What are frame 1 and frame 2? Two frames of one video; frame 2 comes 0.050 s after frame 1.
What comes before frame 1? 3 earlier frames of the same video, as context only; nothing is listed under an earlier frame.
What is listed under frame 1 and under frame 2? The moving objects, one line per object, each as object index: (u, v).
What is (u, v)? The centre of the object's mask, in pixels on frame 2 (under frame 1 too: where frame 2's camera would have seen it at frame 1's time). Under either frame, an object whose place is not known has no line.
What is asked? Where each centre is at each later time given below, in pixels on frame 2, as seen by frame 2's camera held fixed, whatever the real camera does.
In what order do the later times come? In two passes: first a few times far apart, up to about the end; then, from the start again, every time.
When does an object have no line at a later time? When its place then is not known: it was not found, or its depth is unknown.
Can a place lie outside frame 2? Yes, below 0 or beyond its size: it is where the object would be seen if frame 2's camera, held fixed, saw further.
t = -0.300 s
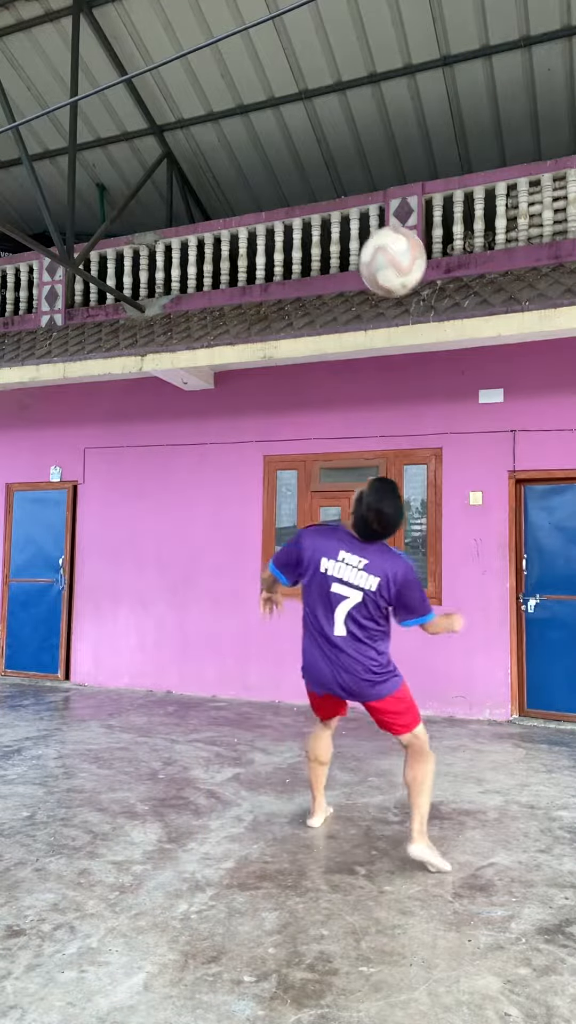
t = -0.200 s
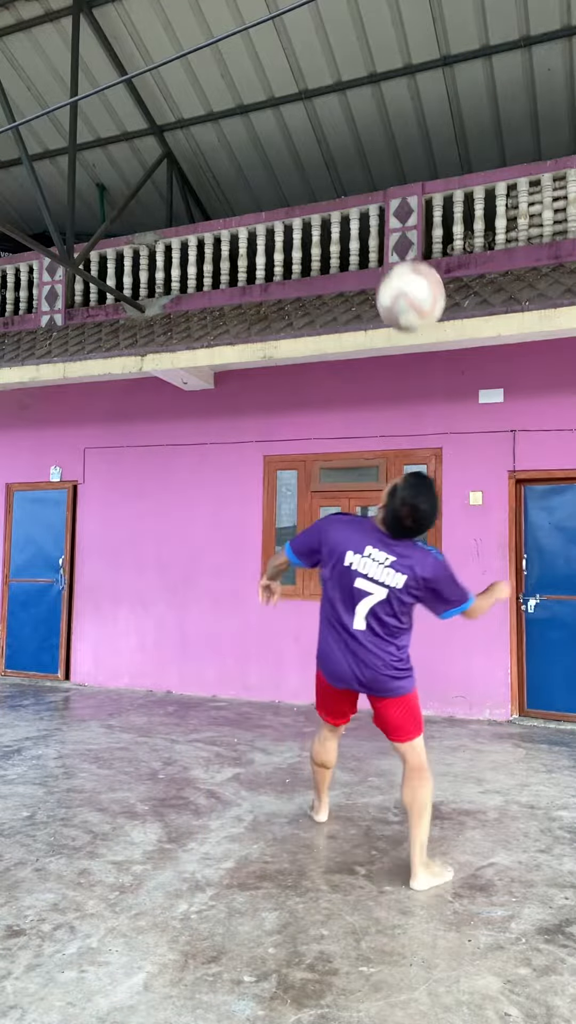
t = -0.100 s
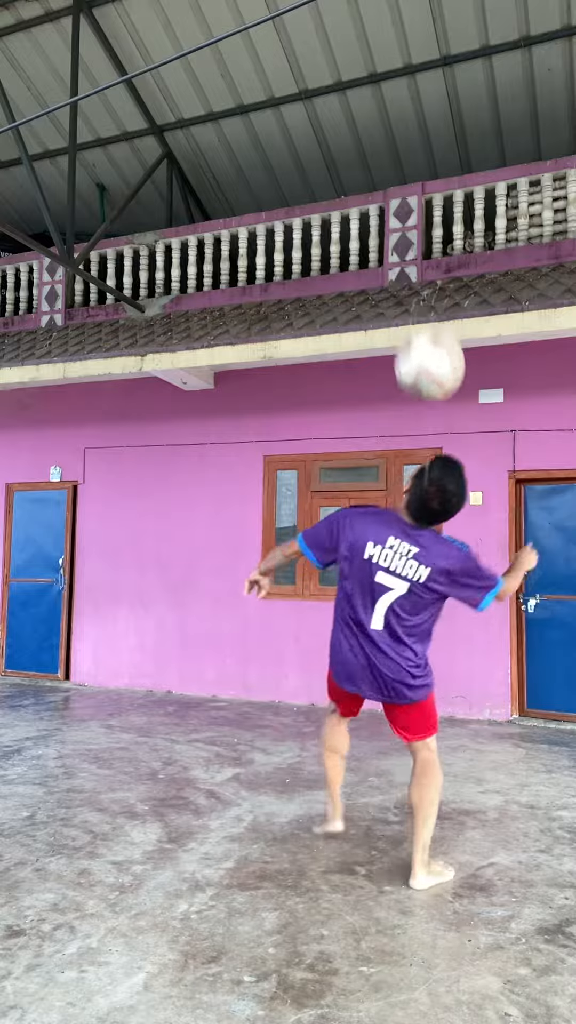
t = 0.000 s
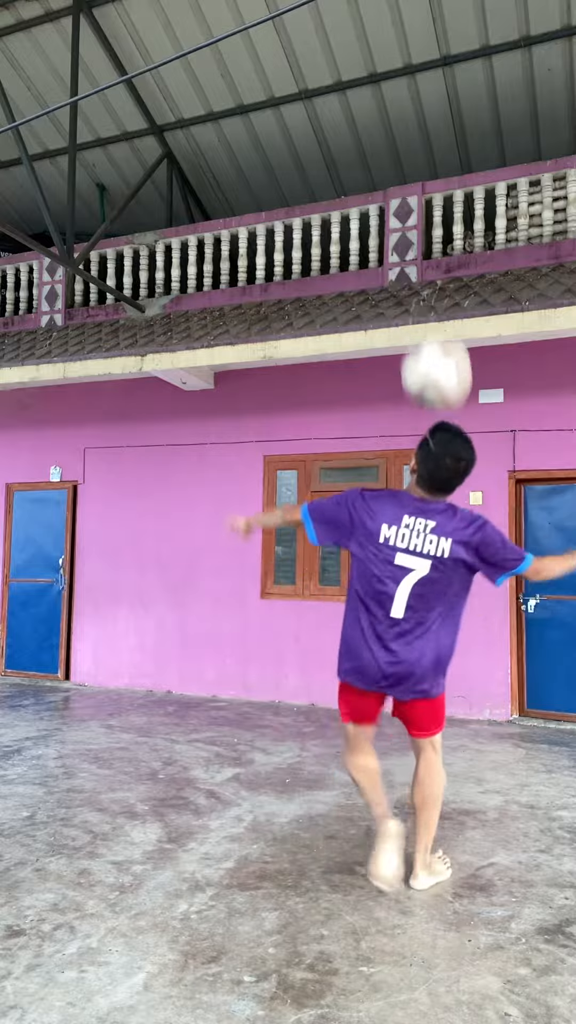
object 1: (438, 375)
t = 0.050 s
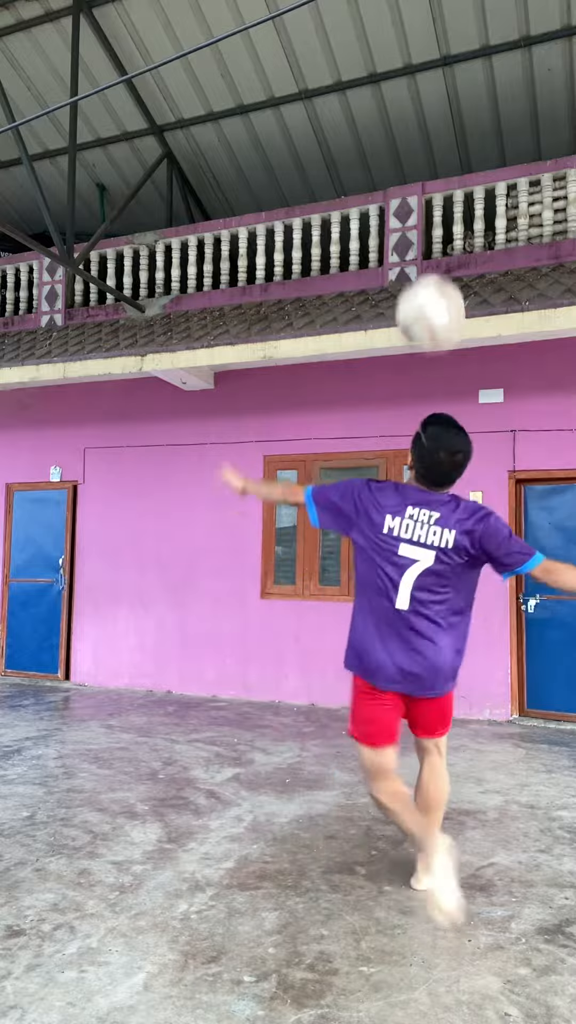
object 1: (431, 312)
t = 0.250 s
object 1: (407, 162)
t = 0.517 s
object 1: (377, 145)
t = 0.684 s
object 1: (359, 232)
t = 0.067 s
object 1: (428, 294)
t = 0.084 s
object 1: (427, 280)
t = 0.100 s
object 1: (425, 265)
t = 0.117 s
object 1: (423, 250)
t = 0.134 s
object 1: (421, 235)
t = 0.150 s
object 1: (420, 221)
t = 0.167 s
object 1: (417, 209)
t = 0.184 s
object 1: (415, 198)
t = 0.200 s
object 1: (413, 188)
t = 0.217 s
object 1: (411, 178)
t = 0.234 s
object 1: (409, 169)
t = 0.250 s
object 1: (407, 162)
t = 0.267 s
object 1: (405, 154)
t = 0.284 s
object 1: (403, 149)
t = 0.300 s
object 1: (401, 144)
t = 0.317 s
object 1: (399, 140)
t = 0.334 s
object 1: (397, 136)
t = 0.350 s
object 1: (395, 133)
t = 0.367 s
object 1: (393, 131)
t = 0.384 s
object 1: (392, 130)
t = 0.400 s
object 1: (390, 129)
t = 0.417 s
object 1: (388, 129)
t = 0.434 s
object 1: (386, 130)
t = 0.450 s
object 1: (384, 132)
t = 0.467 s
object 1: (382, 134)
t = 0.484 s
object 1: (381, 137)
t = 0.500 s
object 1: (379, 141)
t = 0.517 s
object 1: (377, 145)
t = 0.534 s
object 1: (375, 151)
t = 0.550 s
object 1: (373, 157)
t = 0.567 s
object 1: (371, 163)
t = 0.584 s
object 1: (370, 171)
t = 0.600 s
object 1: (368, 178)
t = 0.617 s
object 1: (366, 187)
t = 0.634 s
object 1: (364, 198)
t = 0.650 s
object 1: (362, 208)
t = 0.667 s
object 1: (361, 219)
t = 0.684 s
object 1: (359, 232)
